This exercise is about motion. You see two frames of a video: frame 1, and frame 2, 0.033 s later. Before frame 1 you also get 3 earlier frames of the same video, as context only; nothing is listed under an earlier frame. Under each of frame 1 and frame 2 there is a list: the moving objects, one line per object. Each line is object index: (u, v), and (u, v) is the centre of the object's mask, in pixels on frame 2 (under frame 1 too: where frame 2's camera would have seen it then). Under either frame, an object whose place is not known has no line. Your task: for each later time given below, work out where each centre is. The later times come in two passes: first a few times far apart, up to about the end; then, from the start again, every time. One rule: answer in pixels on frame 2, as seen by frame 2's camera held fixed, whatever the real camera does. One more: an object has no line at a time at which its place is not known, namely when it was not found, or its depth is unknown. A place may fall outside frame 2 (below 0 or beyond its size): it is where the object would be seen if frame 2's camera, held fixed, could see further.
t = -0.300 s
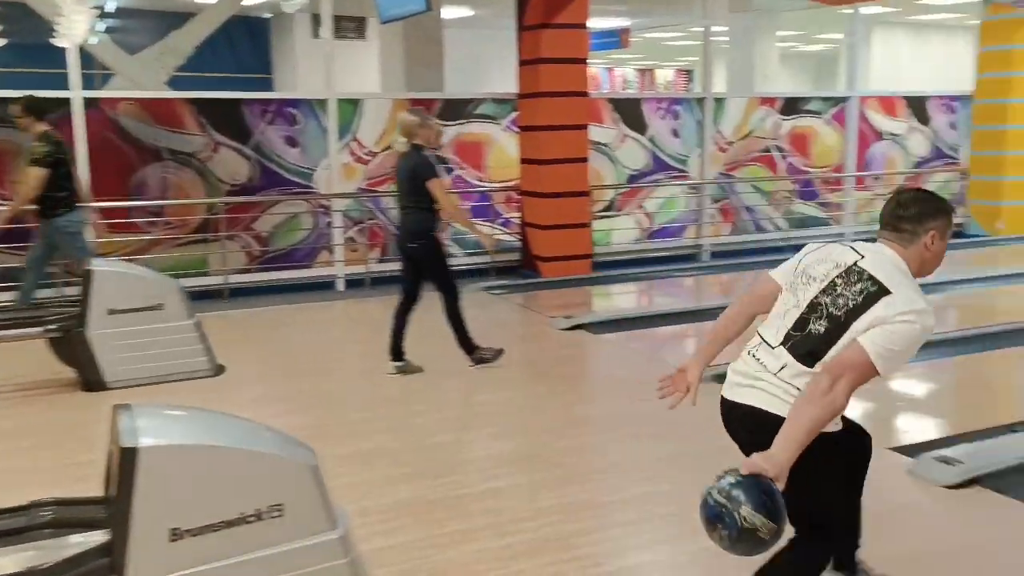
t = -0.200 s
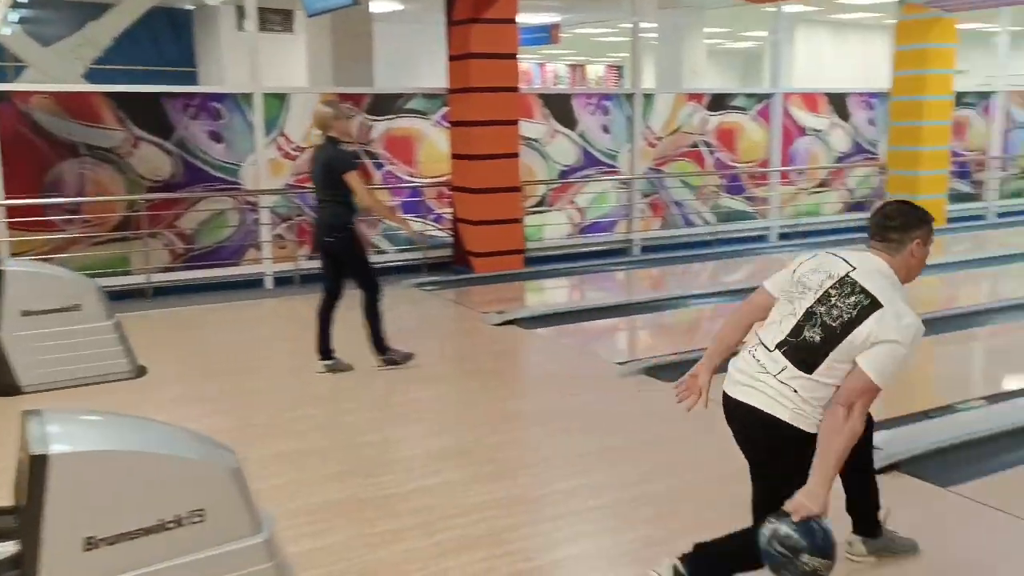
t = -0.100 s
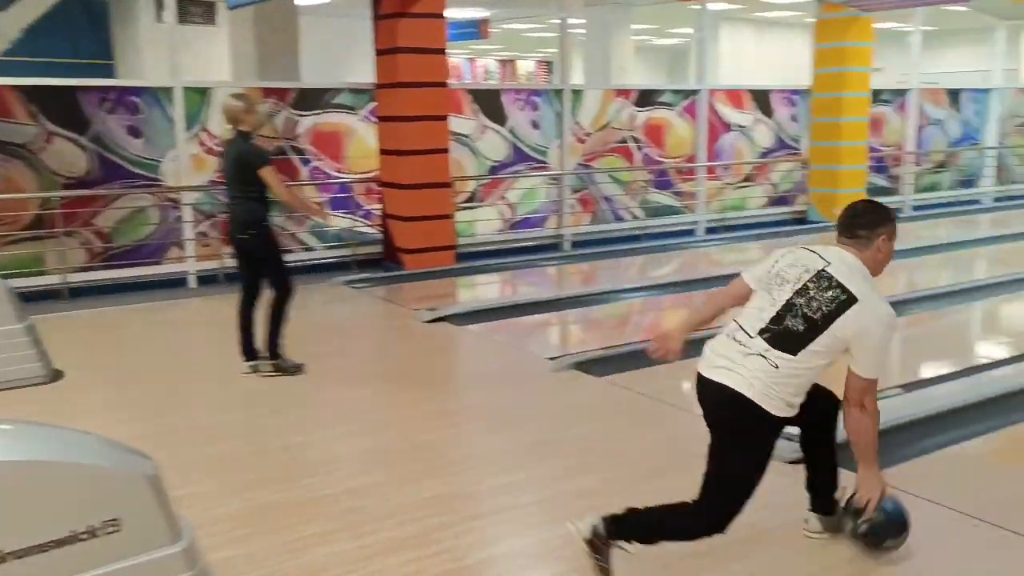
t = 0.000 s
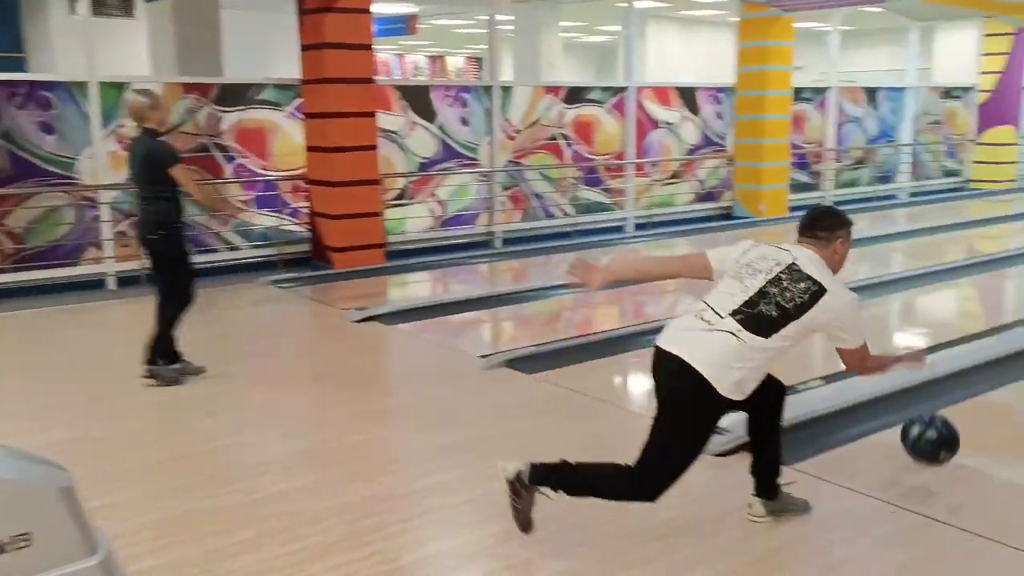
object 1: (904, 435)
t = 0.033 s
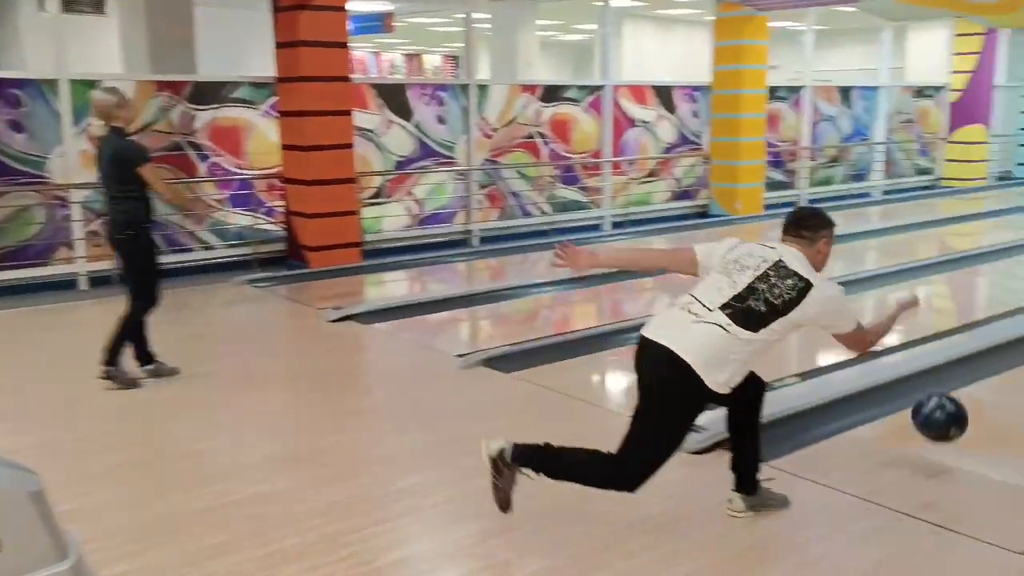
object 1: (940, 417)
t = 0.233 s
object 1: (1103, 376)
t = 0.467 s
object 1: (1232, 322)
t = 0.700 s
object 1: (1321, 285)
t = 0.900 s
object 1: (1378, 262)
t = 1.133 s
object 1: (1430, 240)
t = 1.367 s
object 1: (1471, 224)
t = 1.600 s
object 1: (1504, 212)
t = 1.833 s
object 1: (1529, 201)
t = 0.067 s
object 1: (973, 404)
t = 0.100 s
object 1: (1003, 394)
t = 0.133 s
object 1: (1031, 386)
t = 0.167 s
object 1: (1057, 381)
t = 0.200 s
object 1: (1081, 379)
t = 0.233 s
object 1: (1103, 376)
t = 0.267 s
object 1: (1125, 366)
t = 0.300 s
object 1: (1145, 358)
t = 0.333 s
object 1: (1165, 350)
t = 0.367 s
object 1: (1183, 342)
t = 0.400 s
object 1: (1200, 335)
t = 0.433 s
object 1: (1217, 328)
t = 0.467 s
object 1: (1232, 322)
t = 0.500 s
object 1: (1246, 316)
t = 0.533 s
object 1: (1261, 310)
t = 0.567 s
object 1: (1273, 304)
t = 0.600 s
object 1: (1286, 299)
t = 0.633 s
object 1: (1298, 294)
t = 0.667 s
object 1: (1309, 290)
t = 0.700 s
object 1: (1321, 285)
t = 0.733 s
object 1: (1331, 281)
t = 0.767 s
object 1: (1341, 277)
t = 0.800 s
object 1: (1351, 273)
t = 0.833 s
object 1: (1360, 269)
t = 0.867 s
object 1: (1369, 266)
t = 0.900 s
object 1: (1378, 262)
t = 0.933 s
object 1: (1386, 259)
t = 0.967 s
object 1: (1394, 255)
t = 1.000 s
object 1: (1402, 252)
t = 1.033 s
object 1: (1409, 249)
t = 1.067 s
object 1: (1416, 247)
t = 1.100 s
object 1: (1423, 244)
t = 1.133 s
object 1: (1430, 240)
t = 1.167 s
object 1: (1436, 238)
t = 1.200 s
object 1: (1443, 236)
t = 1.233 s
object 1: (1449, 234)
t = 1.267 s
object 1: (1454, 232)
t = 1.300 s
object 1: (1460, 229)
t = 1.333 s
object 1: (1466, 227)
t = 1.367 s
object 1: (1471, 224)
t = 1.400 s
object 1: (1476, 223)
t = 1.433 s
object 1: (1481, 220)
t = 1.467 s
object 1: (1485, 218)
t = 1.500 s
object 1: (1490, 216)
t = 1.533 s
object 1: (1495, 215)
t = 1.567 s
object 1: (1499, 213)
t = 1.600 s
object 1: (1504, 212)
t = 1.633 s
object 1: (1507, 210)
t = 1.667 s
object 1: (1511, 207)
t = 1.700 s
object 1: (1514, 206)
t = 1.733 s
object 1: (1520, 205)
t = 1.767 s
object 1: (1522, 204)
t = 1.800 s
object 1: (1526, 202)
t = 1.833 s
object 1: (1529, 201)
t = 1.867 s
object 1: (1532, 200)
